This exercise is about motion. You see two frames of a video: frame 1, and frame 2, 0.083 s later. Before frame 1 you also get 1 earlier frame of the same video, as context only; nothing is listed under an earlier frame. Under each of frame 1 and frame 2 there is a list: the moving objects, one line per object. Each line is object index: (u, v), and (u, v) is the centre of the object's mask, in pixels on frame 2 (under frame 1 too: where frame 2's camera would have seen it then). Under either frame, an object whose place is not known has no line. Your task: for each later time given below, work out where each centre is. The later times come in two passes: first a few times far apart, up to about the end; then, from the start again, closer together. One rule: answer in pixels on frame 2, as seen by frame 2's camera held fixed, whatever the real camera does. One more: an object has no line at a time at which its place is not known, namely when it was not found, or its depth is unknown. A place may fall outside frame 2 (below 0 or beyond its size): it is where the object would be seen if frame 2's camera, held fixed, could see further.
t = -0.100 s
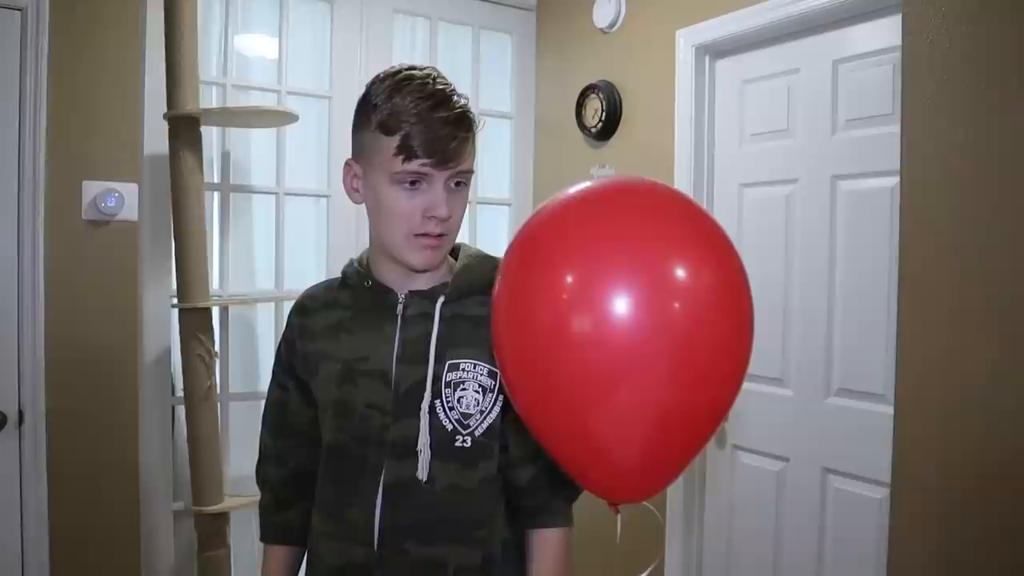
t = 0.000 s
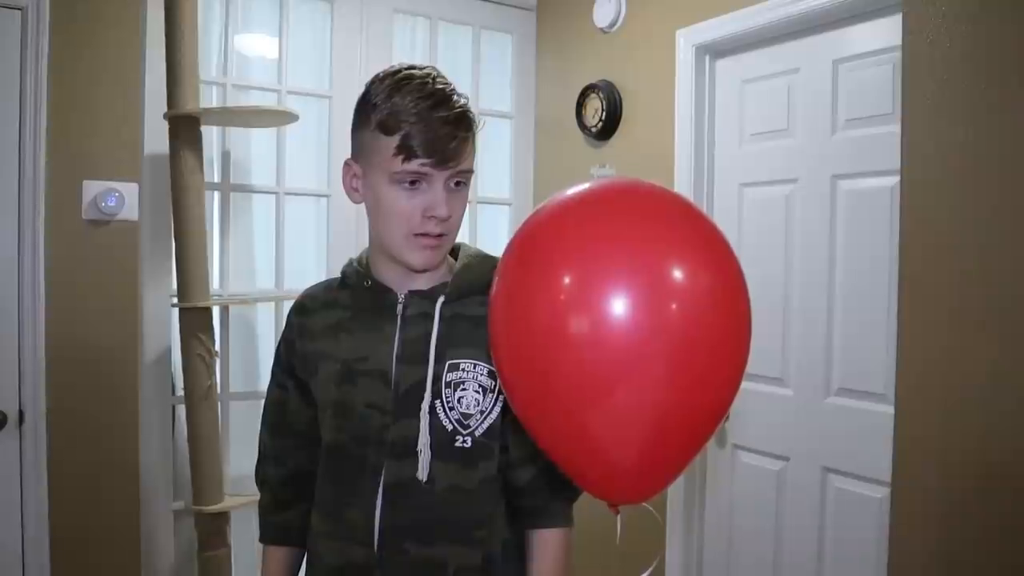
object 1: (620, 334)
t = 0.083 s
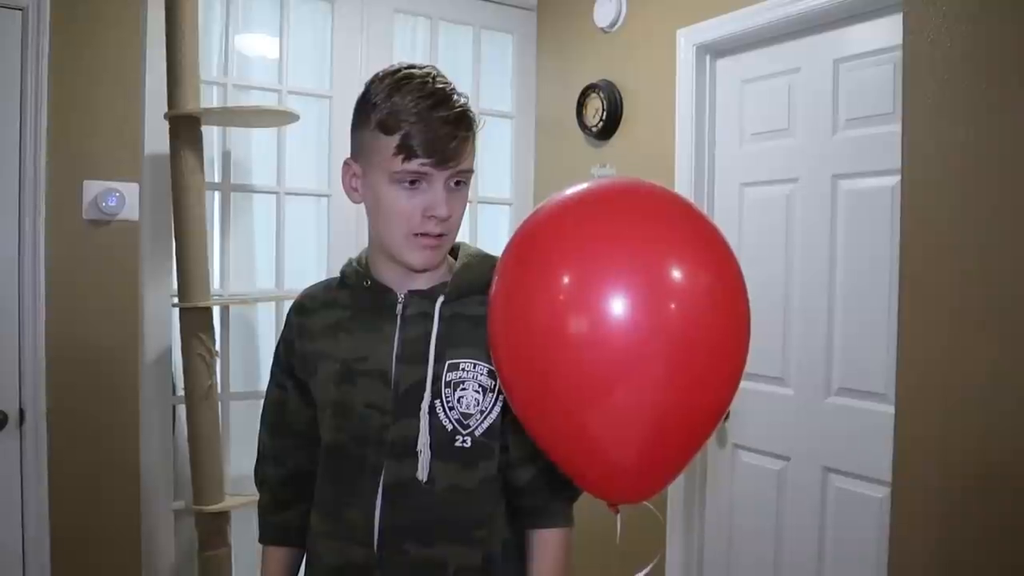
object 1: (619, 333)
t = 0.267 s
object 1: (620, 342)
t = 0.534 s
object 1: (626, 342)
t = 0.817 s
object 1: (634, 334)
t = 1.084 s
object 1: (649, 335)
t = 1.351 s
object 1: (628, 340)
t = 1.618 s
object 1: (596, 344)
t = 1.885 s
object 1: (592, 352)
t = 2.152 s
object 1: (617, 361)
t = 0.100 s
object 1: (619, 334)
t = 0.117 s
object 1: (619, 333)
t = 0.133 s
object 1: (619, 334)
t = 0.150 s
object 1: (619, 336)
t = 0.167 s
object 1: (619, 337)
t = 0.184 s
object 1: (620, 338)
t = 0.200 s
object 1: (620, 339)
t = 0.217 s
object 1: (620, 340)
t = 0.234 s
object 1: (620, 341)
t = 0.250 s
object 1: (620, 341)
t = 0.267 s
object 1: (620, 342)
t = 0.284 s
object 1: (620, 342)
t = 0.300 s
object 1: (621, 342)
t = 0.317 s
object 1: (621, 342)
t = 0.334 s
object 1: (622, 342)
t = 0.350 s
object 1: (622, 342)
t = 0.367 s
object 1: (622, 342)
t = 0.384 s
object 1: (622, 343)
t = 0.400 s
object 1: (623, 344)
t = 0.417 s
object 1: (624, 345)
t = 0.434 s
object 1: (624, 346)
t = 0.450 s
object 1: (625, 346)
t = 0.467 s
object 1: (625, 345)
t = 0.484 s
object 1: (625, 345)
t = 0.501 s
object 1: (626, 344)
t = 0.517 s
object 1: (626, 344)
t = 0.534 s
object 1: (626, 342)
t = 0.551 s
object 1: (627, 341)
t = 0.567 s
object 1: (628, 340)
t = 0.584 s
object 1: (629, 340)
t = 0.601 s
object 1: (629, 339)
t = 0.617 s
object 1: (629, 339)
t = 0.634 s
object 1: (629, 338)
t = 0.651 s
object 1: (630, 337)
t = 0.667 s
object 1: (630, 336)
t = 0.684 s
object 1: (630, 336)
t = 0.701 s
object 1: (630, 336)
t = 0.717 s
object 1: (631, 335)
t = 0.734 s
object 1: (631, 335)
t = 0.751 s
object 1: (631, 335)
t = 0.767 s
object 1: (632, 335)
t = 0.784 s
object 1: (632, 335)
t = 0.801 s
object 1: (633, 334)
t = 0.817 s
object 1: (634, 334)
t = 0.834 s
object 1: (635, 335)
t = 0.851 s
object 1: (635, 336)
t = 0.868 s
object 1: (635, 337)
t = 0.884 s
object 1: (636, 337)
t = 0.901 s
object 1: (638, 337)
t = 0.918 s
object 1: (639, 338)
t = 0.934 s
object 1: (640, 338)
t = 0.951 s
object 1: (641, 338)
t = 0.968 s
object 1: (642, 338)
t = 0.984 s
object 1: (643, 337)
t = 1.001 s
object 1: (644, 337)
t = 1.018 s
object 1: (646, 336)
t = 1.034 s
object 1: (647, 336)
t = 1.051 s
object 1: (648, 336)
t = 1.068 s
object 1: (649, 335)
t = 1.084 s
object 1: (649, 335)
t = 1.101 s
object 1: (649, 334)
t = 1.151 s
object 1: (648, 332)
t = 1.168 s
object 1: (647, 332)
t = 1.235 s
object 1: (642, 332)
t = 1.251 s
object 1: (640, 333)
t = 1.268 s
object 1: (639, 334)
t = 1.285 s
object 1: (637, 336)
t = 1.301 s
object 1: (635, 337)
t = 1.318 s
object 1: (633, 338)
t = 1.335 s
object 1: (630, 339)
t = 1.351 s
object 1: (628, 340)
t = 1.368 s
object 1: (626, 340)
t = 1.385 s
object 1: (623, 341)
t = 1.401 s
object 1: (621, 341)
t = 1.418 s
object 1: (619, 342)
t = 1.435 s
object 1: (616, 342)
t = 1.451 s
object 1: (614, 342)
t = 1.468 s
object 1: (612, 342)
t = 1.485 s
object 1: (610, 342)
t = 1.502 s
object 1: (608, 342)
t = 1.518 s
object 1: (606, 342)
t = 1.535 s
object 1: (605, 342)
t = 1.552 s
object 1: (603, 342)
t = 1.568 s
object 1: (601, 343)
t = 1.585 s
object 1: (599, 343)
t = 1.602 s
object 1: (598, 343)
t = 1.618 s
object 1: (596, 344)
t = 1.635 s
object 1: (595, 344)
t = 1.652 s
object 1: (594, 345)
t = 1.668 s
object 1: (593, 346)
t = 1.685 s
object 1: (593, 346)
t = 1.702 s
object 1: (592, 346)
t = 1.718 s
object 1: (591, 346)
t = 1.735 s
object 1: (591, 347)
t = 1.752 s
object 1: (591, 347)
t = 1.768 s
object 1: (590, 347)
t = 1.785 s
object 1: (590, 347)
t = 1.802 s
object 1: (590, 347)
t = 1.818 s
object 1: (591, 348)
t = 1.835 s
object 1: (591, 349)
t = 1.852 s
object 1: (591, 350)
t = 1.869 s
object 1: (592, 351)
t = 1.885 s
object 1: (592, 352)
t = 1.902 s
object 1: (593, 353)
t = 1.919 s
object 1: (594, 354)
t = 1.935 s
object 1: (594, 356)
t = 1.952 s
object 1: (595, 356)
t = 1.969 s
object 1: (596, 357)
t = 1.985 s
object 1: (597, 357)
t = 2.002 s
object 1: (599, 357)
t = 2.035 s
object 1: (602, 358)
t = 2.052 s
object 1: (604, 359)
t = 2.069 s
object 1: (606, 360)
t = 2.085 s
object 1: (608, 360)
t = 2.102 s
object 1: (610, 360)
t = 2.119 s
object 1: (612, 361)
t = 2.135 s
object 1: (615, 361)
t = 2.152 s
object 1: (617, 361)
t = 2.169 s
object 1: (619, 361)
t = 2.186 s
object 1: (622, 361)
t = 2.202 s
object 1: (625, 362)
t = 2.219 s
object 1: (628, 362)
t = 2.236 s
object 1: (631, 362)
